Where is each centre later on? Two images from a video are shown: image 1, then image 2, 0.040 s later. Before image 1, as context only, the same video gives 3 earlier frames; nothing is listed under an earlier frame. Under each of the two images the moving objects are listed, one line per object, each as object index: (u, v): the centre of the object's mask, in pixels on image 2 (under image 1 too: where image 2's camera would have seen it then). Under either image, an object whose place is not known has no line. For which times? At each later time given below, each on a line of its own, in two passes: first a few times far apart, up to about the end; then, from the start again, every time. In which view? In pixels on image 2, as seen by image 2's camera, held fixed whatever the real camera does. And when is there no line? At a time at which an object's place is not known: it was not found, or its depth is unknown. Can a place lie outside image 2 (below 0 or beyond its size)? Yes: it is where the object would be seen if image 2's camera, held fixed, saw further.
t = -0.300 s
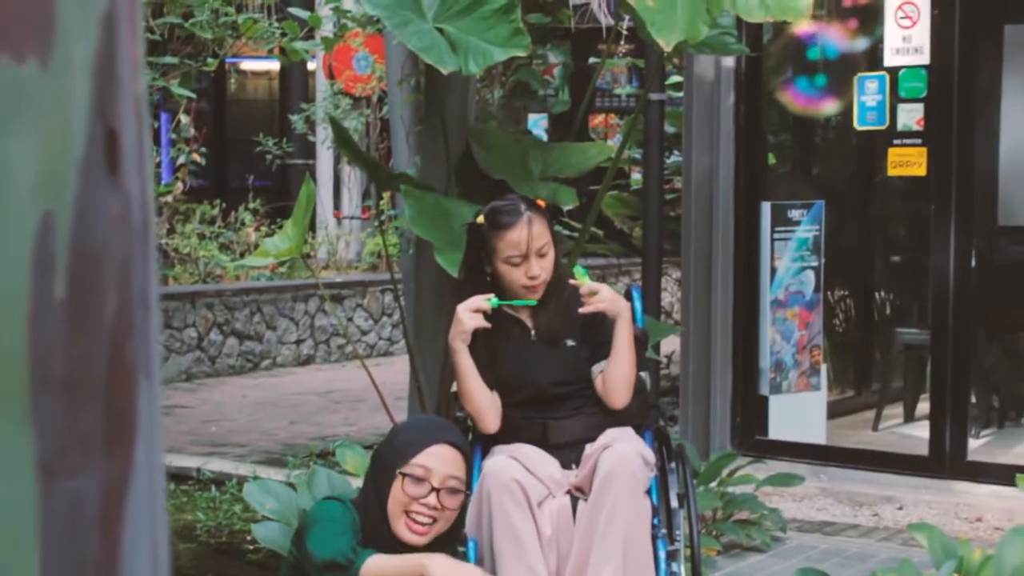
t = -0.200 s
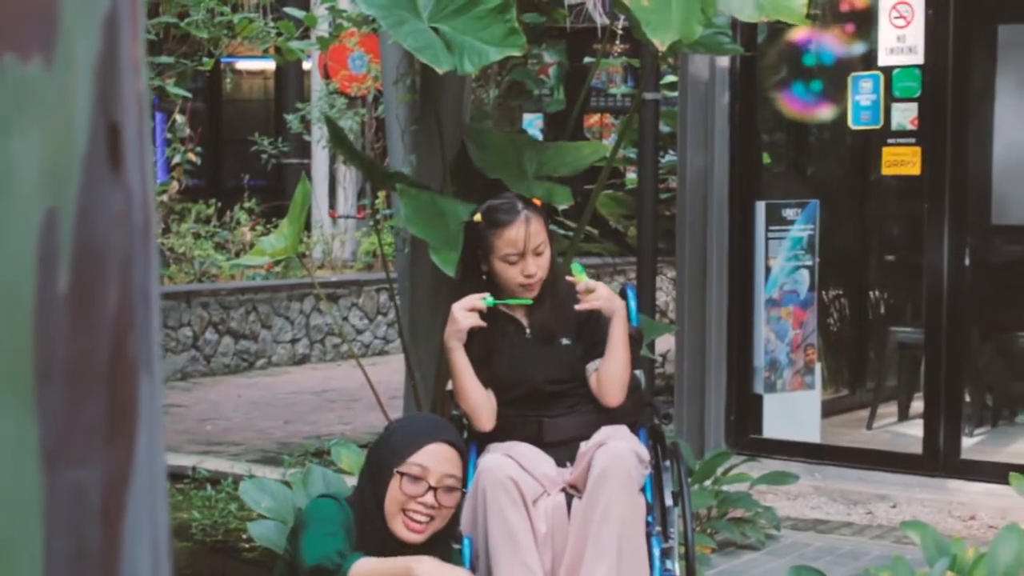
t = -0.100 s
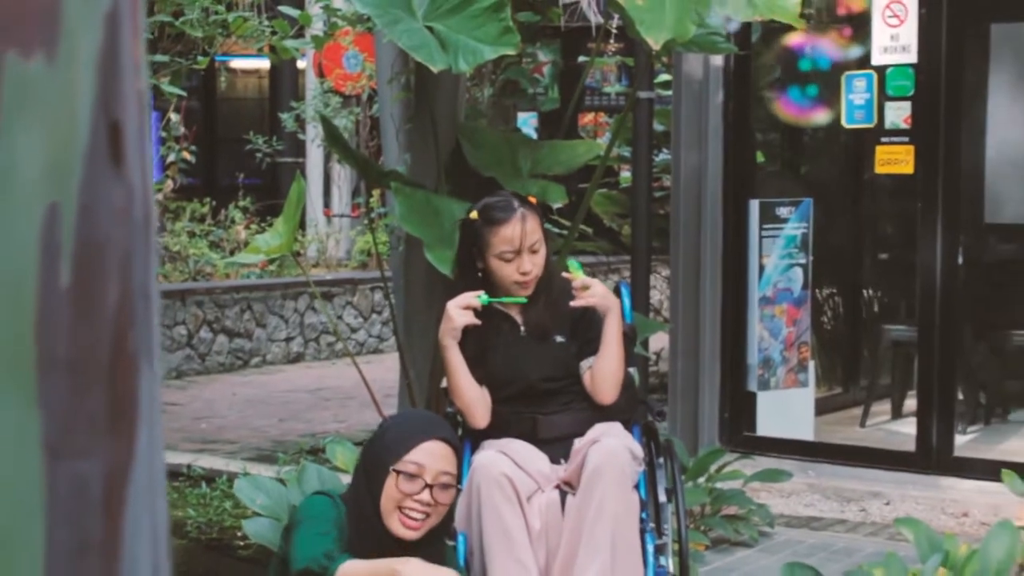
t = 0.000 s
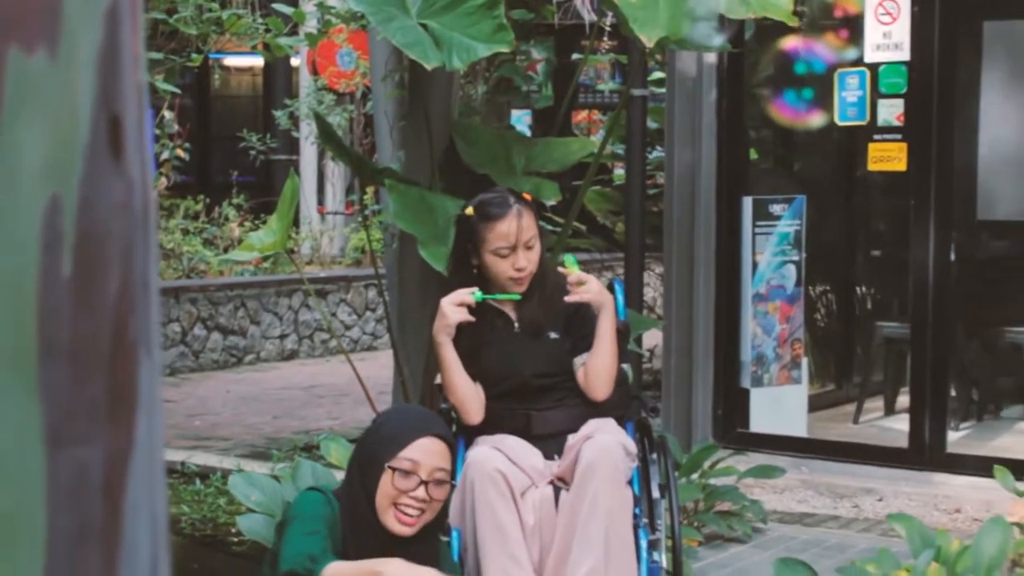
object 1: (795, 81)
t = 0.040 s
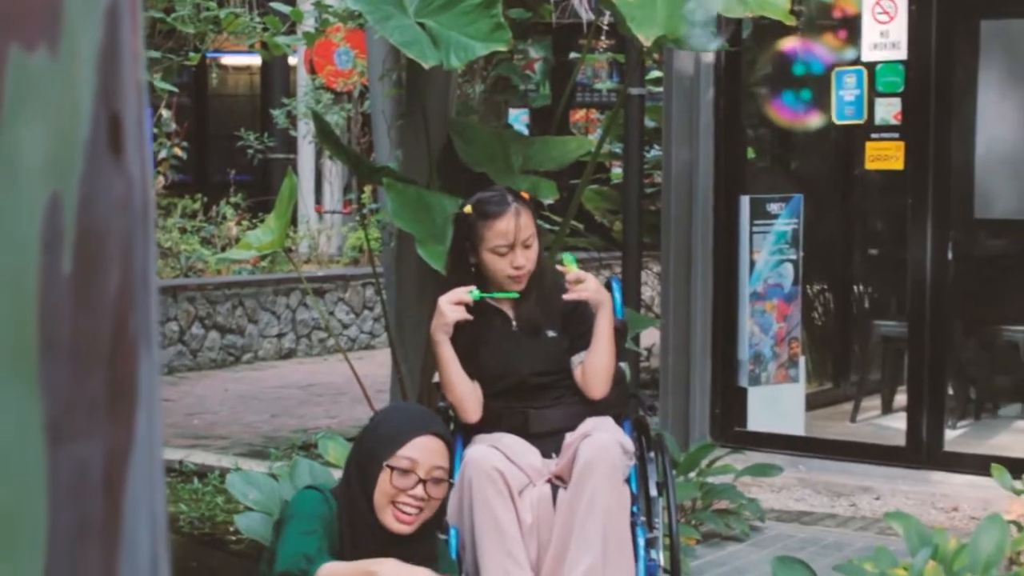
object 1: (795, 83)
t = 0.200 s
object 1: (801, 94)
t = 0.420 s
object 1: (809, 112)
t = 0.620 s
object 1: (821, 130)
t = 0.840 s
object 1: (849, 151)
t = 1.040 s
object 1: (865, 168)
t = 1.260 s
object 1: (882, 195)
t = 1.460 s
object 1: (898, 223)
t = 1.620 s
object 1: (911, 246)
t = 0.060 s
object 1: (798, 85)
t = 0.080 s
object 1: (798, 87)
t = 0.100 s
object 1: (799, 88)
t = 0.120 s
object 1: (799, 89)
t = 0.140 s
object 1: (799, 90)
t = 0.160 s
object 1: (800, 91)
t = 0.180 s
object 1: (800, 92)
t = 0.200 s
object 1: (801, 94)
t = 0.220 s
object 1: (801, 95)
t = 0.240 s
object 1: (802, 96)
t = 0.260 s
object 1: (802, 98)
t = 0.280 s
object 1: (803, 100)
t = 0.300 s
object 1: (803, 101)
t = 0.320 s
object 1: (804, 103)
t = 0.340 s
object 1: (805, 104)
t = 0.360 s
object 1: (806, 106)
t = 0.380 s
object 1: (807, 108)
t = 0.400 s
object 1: (808, 109)
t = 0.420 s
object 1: (809, 112)
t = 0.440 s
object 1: (811, 113)
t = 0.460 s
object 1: (812, 115)
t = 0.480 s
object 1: (813, 117)
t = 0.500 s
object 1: (815, 119)
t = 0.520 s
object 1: (816, 121)
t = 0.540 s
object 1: (817, 122)
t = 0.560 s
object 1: (818, 124)
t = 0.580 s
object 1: (819, 126)
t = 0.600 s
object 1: (820, 128)
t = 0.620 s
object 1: (821, 130)
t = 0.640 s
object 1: (823, 132)
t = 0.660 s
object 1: (824, 134)
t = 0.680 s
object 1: (825, 136)
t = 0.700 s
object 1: (826, 137)
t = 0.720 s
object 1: (827, 140)
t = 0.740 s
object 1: (829, 142)
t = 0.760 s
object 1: (830, 144)
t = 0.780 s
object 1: (846, 146)
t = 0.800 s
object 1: (847, 148)
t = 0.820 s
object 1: (849, 150)
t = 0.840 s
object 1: (849, 151)
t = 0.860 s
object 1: (850, 153)
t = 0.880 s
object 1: (853, 155)
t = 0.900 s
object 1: (854, 156)
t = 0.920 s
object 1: (856, 159)
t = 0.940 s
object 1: (858, 160)
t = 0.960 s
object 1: (859, 162)
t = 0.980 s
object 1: (861, 163)
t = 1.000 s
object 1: (862, 165)
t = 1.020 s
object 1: (863, 167)
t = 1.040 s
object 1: (865, 168)
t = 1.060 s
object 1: (866, 170)
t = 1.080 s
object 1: (869, 172)
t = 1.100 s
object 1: (871, 175)
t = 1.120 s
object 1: (872, 177)
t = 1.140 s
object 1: (874, 180)
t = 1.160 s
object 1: (875, 182)
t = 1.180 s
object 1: (877, 185)
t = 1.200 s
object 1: (878, 187)
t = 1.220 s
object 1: (879, 189)
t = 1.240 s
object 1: (881, 192)
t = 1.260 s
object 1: (882, 195)
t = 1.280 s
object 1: (884, 199)
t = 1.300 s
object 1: (885, 202)
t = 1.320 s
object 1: (888, 205)
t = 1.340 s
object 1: (889, 208)
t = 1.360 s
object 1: (890, 210)
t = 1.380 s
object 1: (892, 213)
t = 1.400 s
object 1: (894, 215)
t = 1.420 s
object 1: (895, 217)
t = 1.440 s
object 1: (896, 220)
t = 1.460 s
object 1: (898, 223)
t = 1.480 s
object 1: (899, 225)
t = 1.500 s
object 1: (901, 228)
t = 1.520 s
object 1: (902, 231)
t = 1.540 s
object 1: (904, 234)
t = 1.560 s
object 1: (906, 237)
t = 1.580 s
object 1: (908, 240)
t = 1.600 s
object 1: (909, 243)
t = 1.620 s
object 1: (911, 246)
